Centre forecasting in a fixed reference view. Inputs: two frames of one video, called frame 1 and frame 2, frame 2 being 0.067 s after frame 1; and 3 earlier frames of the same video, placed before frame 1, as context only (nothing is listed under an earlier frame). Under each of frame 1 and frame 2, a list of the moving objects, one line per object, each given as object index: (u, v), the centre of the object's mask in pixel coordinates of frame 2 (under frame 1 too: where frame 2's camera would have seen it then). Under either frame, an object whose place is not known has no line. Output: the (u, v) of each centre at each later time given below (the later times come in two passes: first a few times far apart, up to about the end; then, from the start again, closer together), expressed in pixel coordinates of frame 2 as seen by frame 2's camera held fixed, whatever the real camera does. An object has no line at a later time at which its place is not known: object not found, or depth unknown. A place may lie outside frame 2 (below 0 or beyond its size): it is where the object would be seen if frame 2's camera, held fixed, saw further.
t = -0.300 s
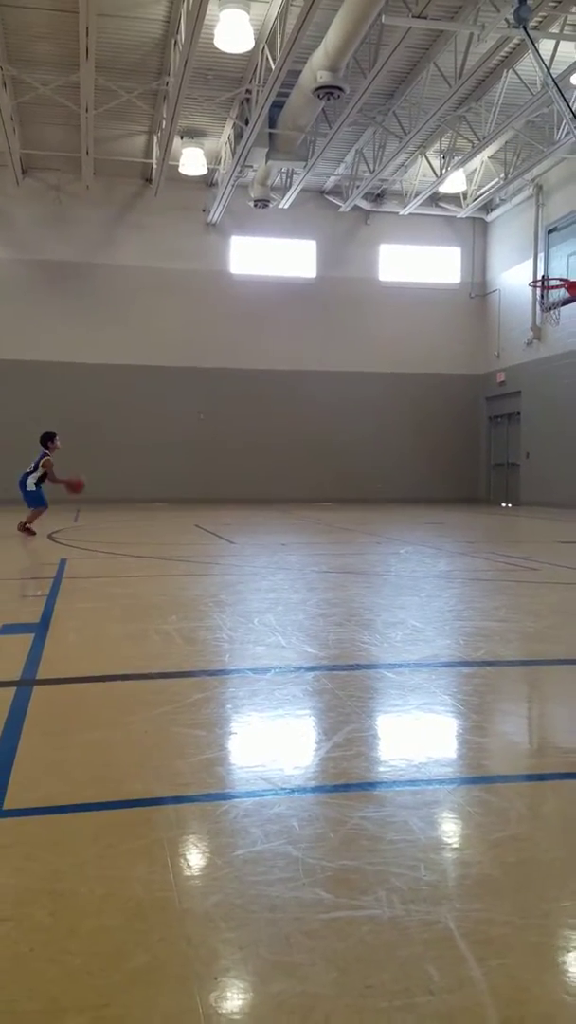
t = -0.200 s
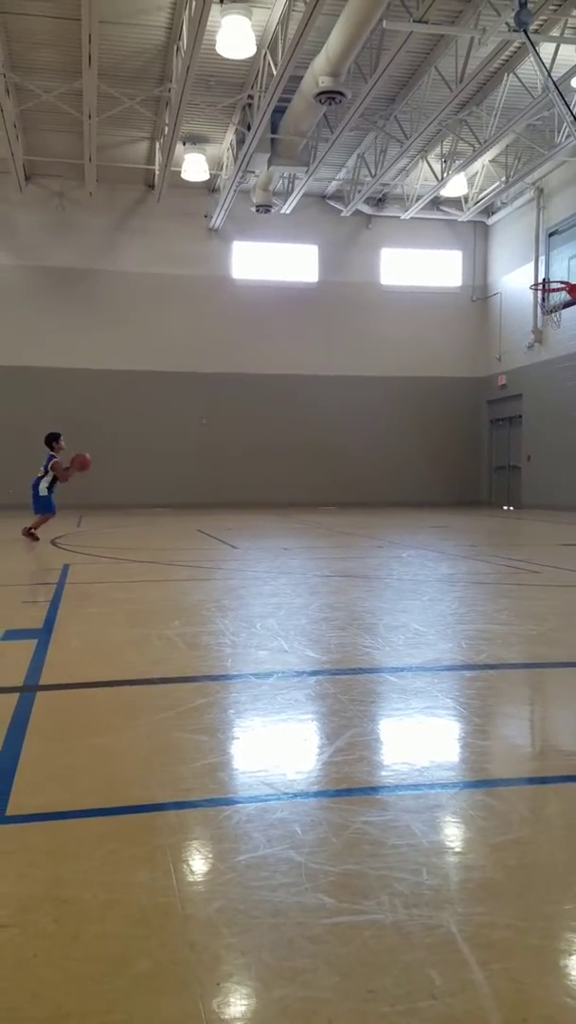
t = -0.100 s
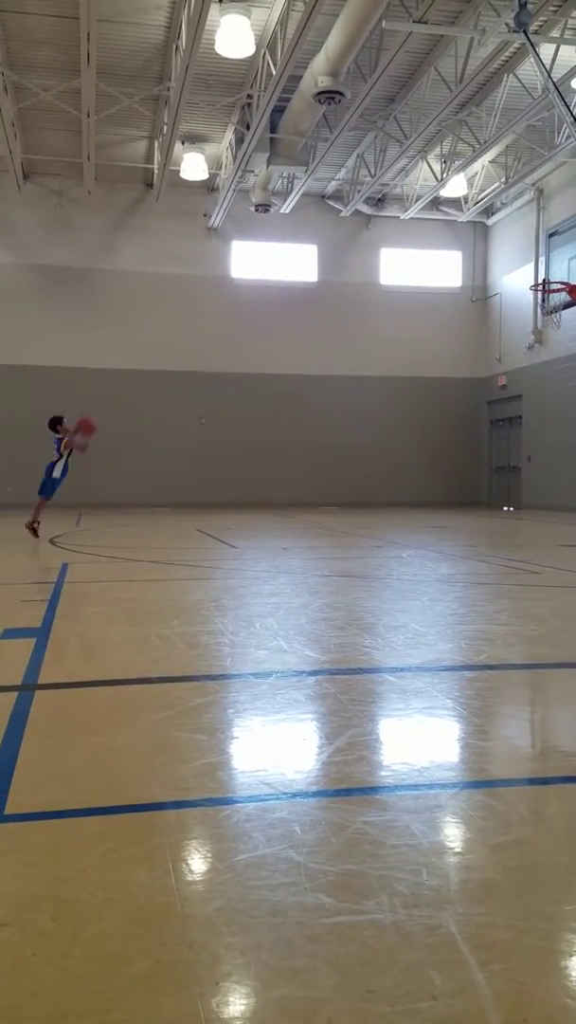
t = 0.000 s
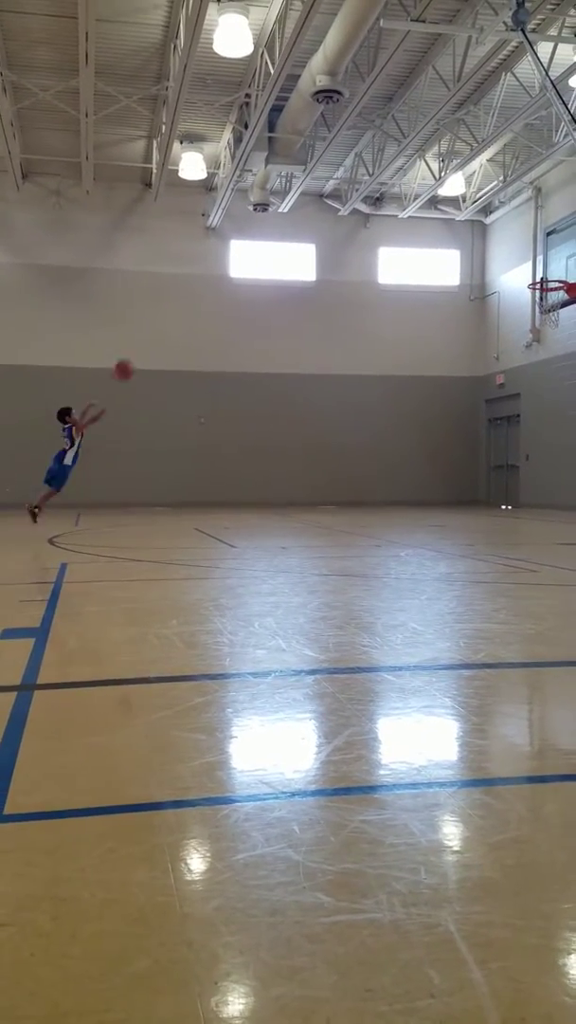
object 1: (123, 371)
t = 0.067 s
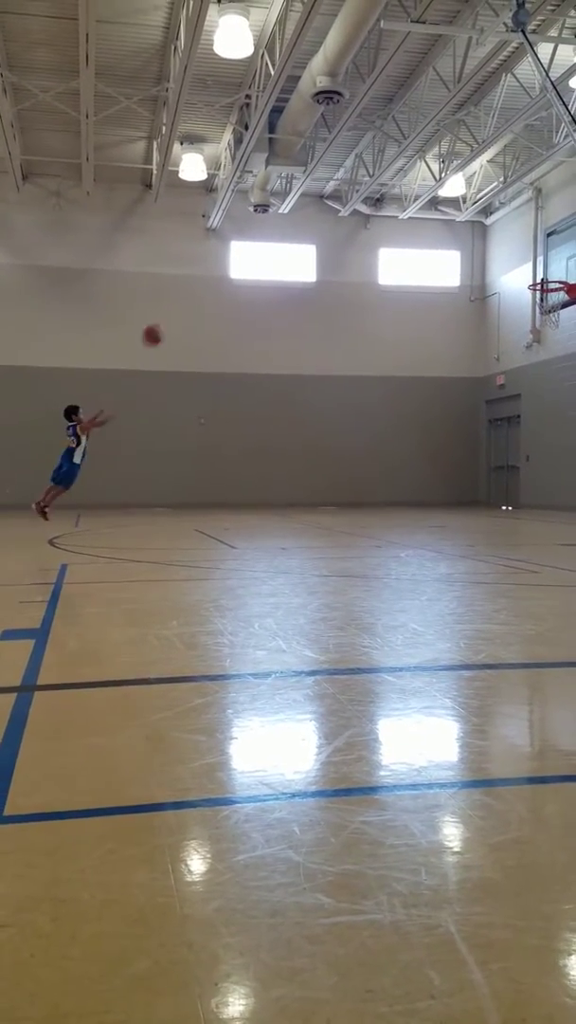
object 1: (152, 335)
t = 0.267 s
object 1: (231, 254)
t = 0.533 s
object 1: (338, 199)
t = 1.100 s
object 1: (542, 269)
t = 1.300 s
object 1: (571, 253)
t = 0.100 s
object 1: (165, 319)
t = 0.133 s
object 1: (179, 305)
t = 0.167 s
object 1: (193, 291)
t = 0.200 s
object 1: (206, 278)
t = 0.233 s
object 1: (219, 266)
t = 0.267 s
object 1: (231, 254)
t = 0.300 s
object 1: (248, 242)
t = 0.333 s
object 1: (261, 233)
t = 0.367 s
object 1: (274, 225)
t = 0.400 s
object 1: (287, 218)
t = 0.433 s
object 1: (300, 213)
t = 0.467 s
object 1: (313, 206)
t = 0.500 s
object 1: (326, 202)
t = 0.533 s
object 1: (338, 199)
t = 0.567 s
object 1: (352, 196)
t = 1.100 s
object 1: (542, 269)
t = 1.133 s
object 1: (548, 266)
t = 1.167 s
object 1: (554, 261)
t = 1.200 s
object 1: (560, 259)
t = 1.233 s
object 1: (566, 257)
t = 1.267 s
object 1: (572, 255)
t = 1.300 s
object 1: (571, 253)
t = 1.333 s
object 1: (565, 249)
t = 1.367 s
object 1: (560, 248)
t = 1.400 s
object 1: (555, 248)
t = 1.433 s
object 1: (550, 248)
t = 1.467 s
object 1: (545, 250)
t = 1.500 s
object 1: (540, 251)
